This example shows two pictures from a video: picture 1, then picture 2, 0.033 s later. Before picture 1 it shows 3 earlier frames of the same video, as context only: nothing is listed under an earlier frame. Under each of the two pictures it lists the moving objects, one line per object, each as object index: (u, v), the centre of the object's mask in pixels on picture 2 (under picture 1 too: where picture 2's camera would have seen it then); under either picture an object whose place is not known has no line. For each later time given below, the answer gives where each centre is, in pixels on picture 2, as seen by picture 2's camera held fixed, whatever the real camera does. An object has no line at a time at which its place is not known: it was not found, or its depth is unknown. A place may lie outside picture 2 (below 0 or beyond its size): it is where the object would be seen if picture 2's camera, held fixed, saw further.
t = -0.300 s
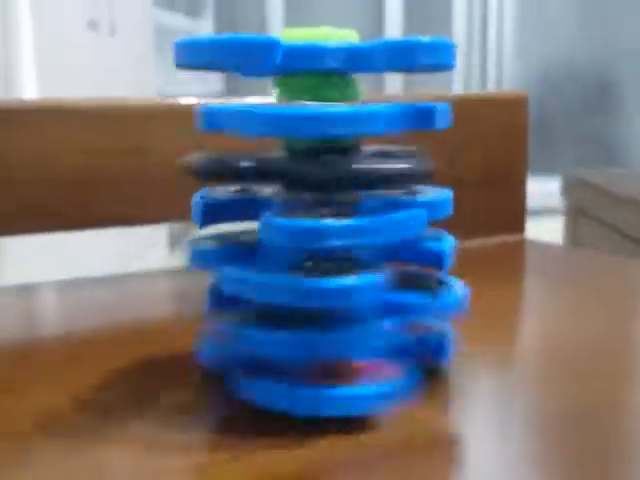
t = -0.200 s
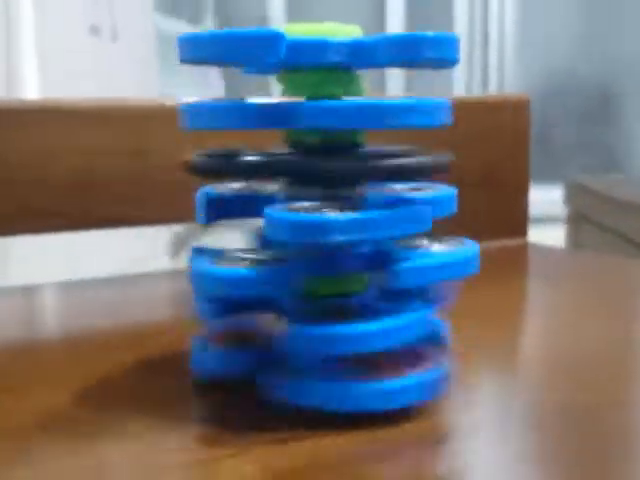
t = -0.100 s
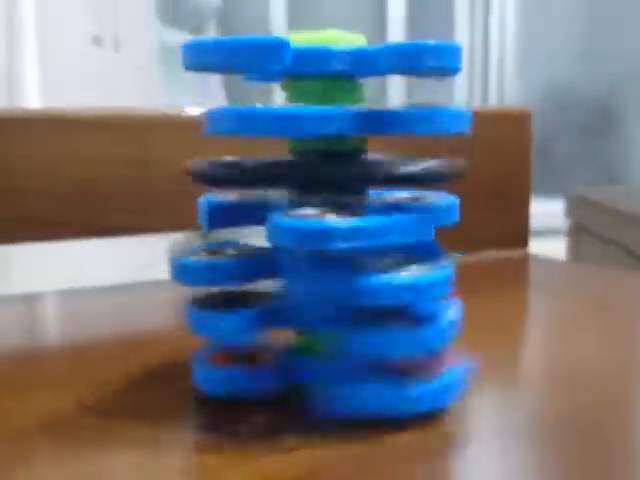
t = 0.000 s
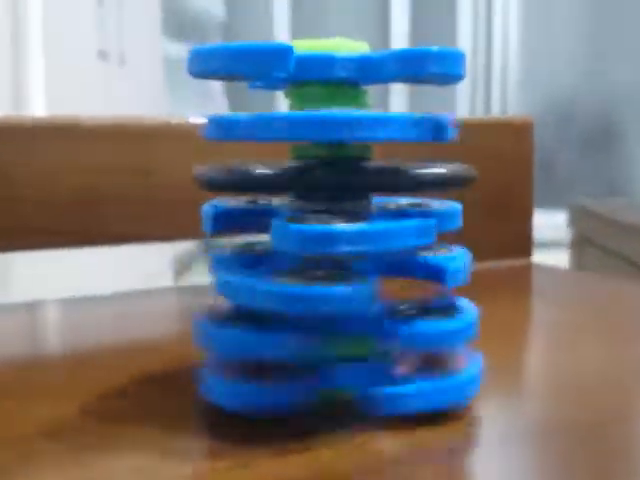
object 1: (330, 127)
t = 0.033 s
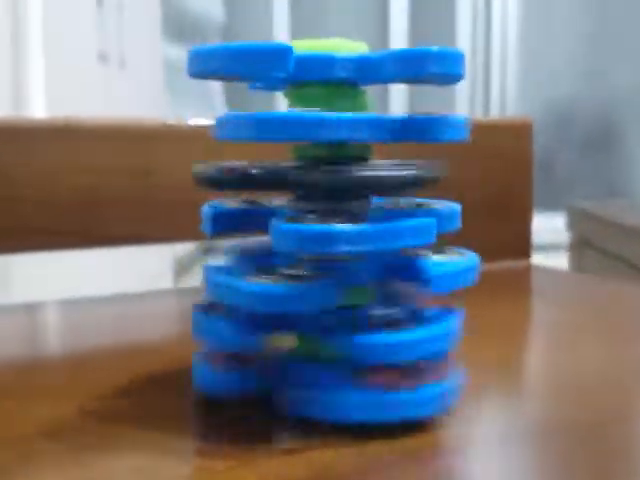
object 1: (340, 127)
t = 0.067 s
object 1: (336, 127)
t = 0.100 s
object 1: (326, 127)
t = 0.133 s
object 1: (323, 127)
